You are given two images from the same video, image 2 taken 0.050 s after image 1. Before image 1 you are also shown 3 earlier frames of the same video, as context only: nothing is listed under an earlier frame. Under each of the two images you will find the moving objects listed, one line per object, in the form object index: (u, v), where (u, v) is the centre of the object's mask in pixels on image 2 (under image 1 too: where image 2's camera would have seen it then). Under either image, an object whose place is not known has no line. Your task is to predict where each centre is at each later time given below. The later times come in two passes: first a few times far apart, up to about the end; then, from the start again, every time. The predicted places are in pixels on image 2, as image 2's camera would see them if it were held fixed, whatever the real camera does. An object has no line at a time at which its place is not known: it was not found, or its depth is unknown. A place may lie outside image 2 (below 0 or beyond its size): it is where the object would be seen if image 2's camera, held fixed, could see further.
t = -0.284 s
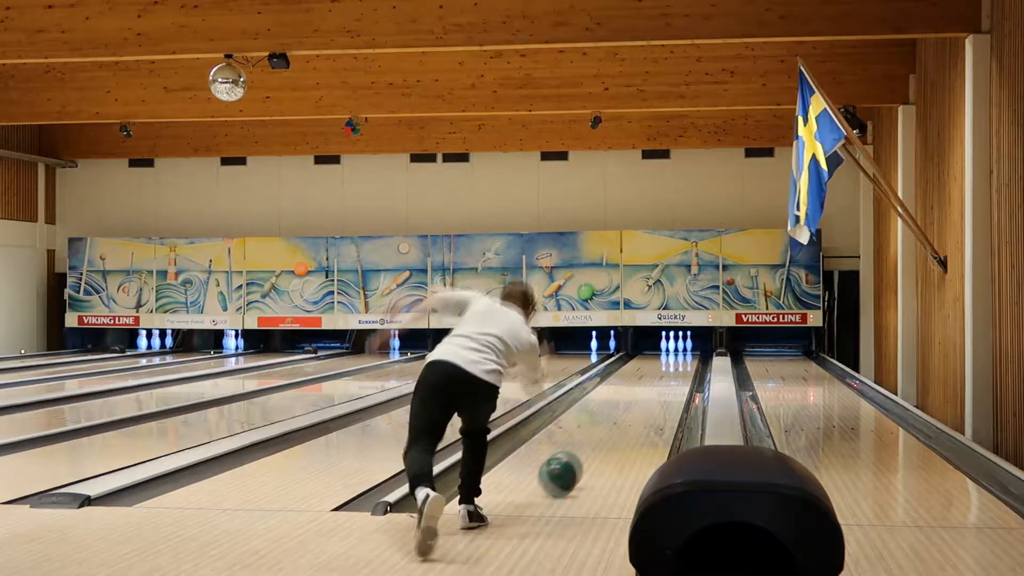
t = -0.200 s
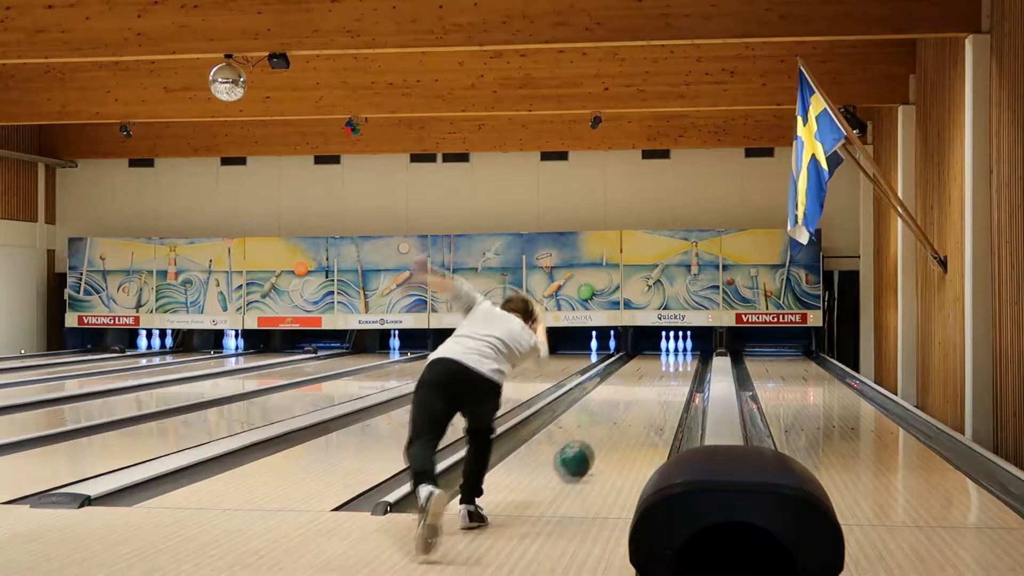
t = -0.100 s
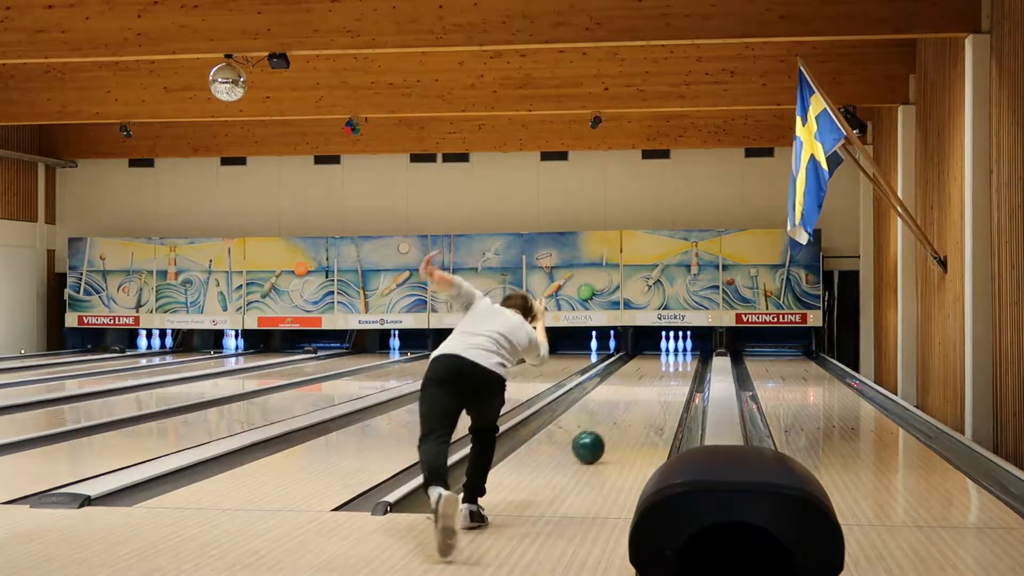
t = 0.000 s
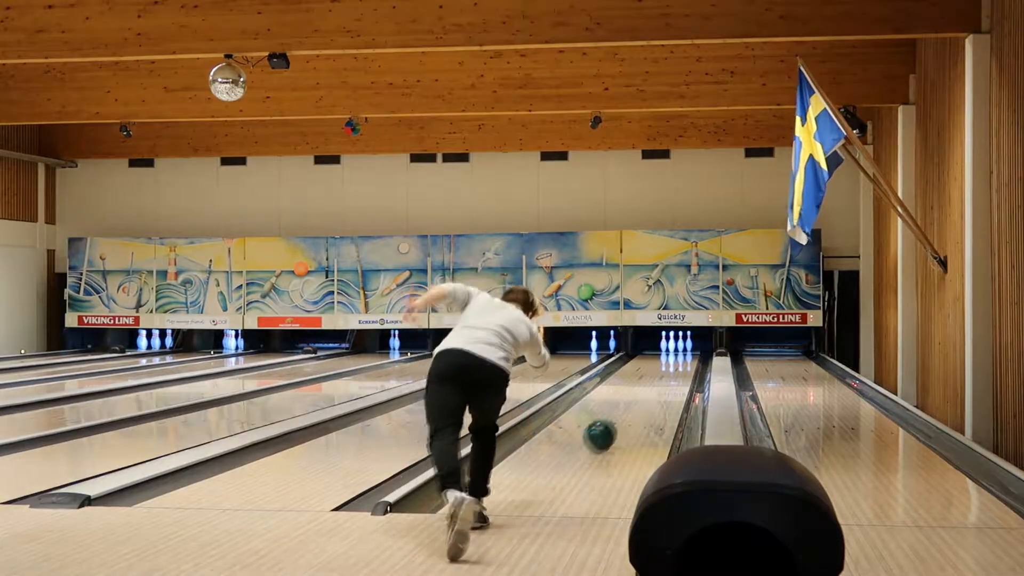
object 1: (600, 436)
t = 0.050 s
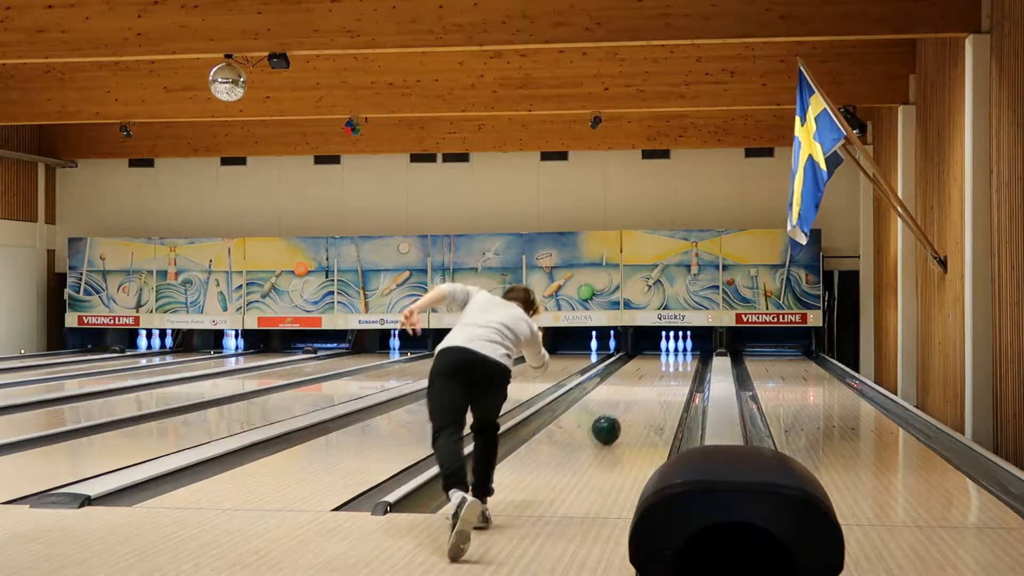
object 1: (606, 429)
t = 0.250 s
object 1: (623, 413)
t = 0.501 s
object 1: (639, 397)
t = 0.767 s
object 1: (653, 384)
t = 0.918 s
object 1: (658, 377)
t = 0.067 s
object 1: (607, 429)
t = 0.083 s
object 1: (609, 427)
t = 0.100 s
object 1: (610, 426)
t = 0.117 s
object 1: (612, 424)
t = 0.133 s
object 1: (614, 423)
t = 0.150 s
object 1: (615, 421)
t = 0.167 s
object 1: (616, 420)
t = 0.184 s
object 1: (617, 418)
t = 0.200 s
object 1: (619, 417)
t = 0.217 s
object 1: (621, 415)
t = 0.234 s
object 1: (622, 414)
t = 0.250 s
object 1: (623, 413)
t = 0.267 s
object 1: (624, 412)
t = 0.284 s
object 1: (626, 410)
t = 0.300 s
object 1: (627, 409)
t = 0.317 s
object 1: (628, 408)
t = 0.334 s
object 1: (629, 407)
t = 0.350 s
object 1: (630, 406)
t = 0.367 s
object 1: (632, 404)
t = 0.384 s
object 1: (632, 404)
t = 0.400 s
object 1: (633, 403)
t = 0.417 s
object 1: (635, 401)
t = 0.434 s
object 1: (635, 401)
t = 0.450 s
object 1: (637, 399)
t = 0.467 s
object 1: (637, 399)
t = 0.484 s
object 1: (638, 398)
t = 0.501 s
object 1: (639, 397)
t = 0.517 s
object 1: (640, 396)
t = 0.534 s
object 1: (642, 394)
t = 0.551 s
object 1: (642, 394)
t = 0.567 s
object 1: (643, 393)
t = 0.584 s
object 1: (644, 392)
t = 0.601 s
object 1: (645, 391)
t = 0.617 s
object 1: (646, 390)
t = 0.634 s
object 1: (646, 390)
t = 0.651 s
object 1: (648, 388)
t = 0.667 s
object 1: (648, 388)
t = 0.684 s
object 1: (649, 387)
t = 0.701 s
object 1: (649, 387)
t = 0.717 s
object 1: (650, 386)
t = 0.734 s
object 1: (651, 385)
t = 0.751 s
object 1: (652, 384)
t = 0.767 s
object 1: (653, 384)
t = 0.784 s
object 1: (653, 383)
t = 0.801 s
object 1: (654, 383)
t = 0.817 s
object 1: (655, 381)
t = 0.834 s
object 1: (655, 380)
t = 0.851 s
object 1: (656, 380)
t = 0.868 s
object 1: (656, 379)
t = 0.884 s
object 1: (657, 378)
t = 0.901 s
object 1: (658, 378)
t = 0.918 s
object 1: (658, 377)
